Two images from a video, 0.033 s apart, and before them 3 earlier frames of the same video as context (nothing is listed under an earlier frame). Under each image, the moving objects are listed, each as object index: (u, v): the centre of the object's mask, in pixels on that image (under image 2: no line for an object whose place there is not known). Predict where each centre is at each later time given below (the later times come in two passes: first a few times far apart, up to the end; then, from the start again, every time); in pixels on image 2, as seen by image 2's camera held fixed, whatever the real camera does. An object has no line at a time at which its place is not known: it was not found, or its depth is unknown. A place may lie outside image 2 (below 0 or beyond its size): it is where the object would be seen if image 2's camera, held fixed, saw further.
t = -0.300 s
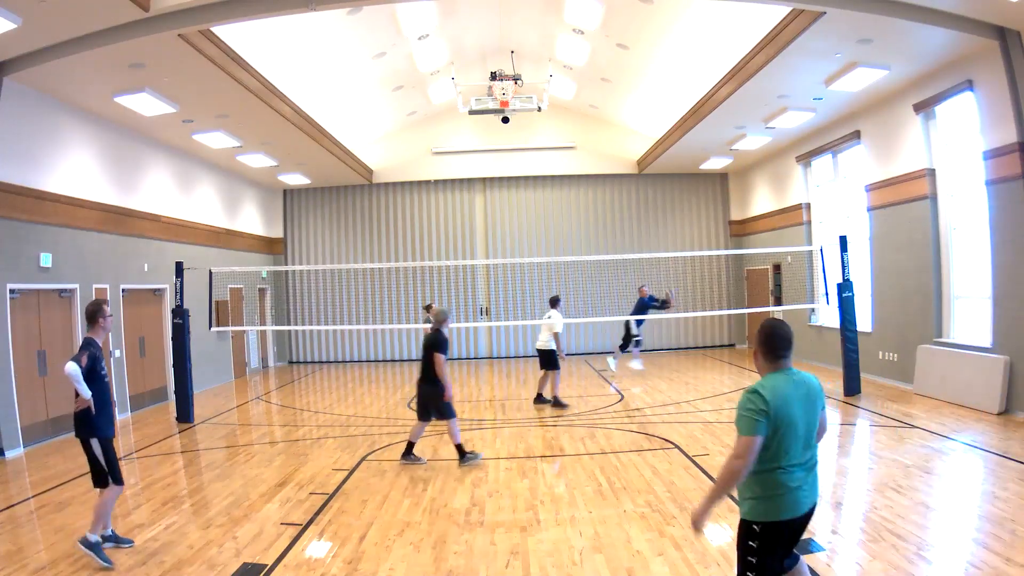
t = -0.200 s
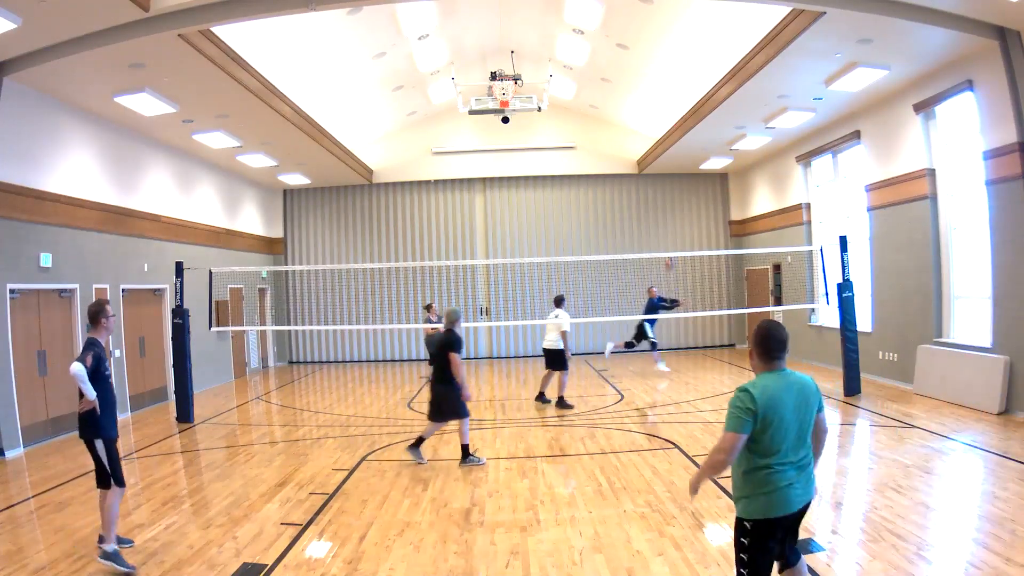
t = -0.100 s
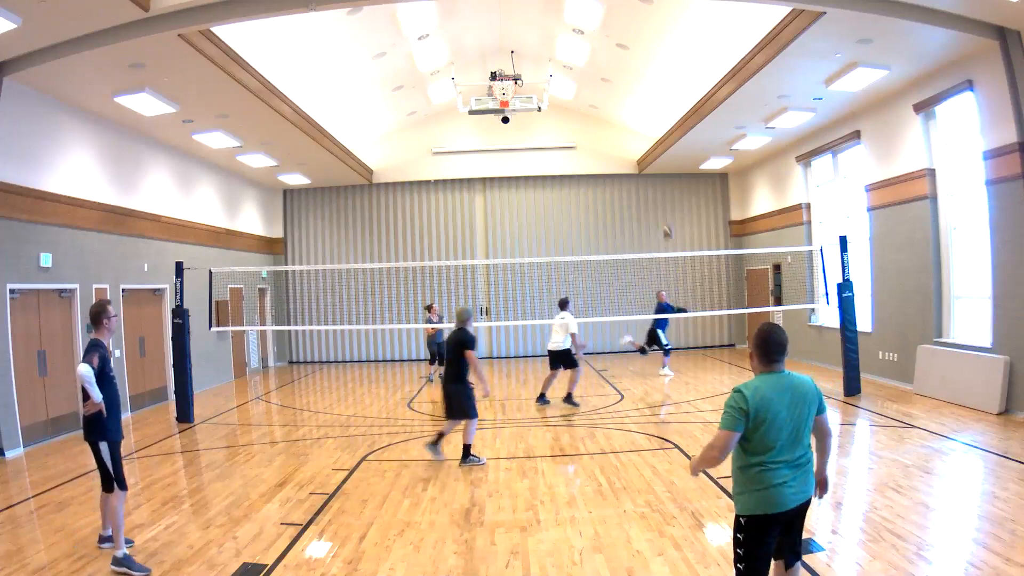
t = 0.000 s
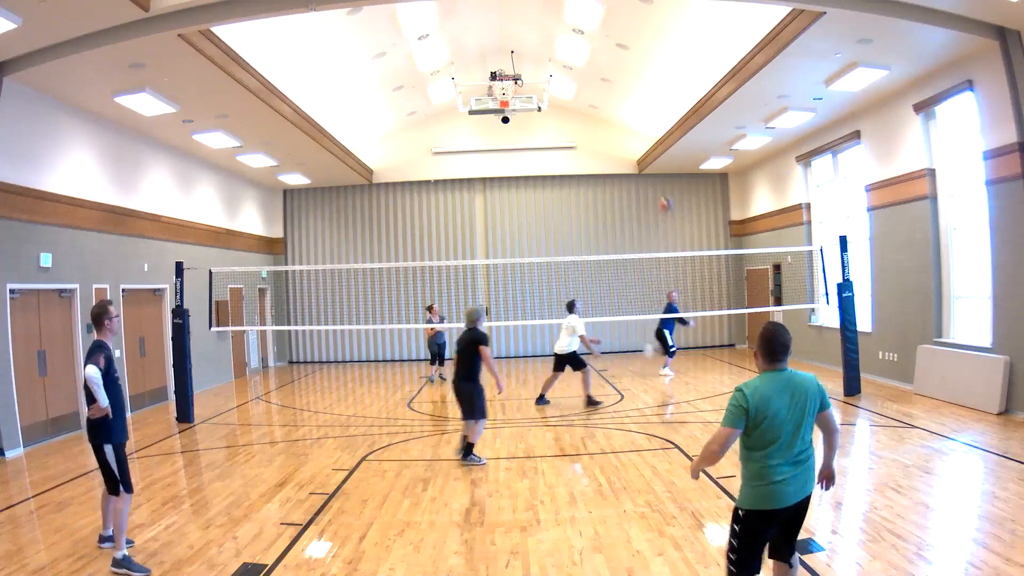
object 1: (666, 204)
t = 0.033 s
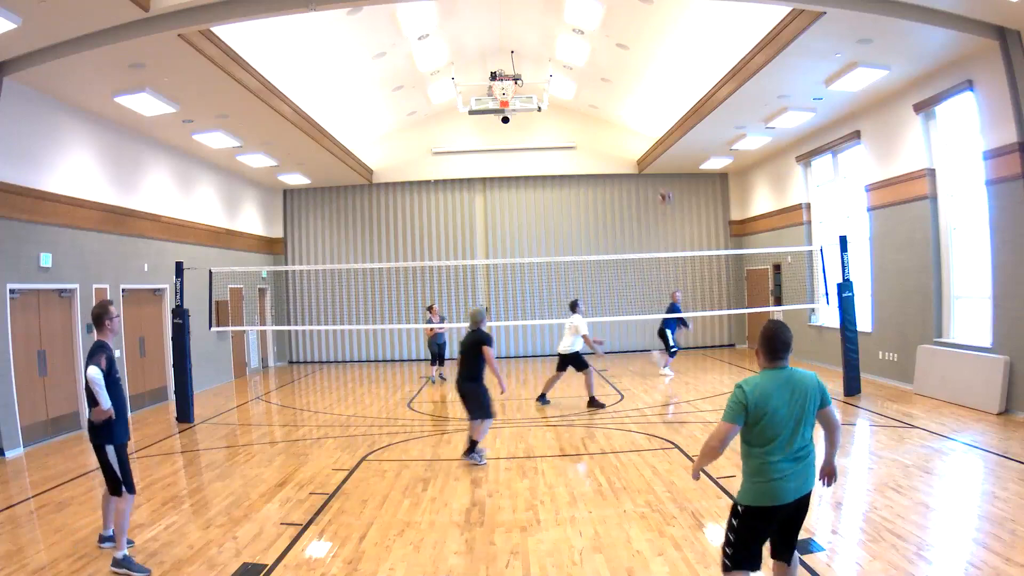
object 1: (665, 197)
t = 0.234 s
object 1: (658, 153)
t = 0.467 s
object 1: (647, 127)
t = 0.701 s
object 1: (633, 142)
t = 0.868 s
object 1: (619, 204)
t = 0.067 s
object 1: (664, 187)
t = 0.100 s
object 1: (663, 180)
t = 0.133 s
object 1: (662, 173)
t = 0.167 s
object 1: (660, 167)
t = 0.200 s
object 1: (659, 159)
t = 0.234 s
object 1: (658, 153)
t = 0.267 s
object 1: (657, 148)
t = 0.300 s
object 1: (655, 142)
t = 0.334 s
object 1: (654, 138)
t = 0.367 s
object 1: (652, 134)
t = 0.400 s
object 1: (650, 131)
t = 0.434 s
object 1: (649, 128)
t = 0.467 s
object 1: (647, 127)
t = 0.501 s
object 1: (646, 125)
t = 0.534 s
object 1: (644, 125)
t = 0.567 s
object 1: (642, 126)
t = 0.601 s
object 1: (640, 128)
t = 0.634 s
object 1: (637, 131)
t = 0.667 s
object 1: (635, 136)
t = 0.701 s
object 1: (633, 142)
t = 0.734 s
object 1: (630, 150)
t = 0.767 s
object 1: (628, 159)
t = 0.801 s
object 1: (626, 169)
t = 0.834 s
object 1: (622, 187)
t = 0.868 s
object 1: (619, 204)
